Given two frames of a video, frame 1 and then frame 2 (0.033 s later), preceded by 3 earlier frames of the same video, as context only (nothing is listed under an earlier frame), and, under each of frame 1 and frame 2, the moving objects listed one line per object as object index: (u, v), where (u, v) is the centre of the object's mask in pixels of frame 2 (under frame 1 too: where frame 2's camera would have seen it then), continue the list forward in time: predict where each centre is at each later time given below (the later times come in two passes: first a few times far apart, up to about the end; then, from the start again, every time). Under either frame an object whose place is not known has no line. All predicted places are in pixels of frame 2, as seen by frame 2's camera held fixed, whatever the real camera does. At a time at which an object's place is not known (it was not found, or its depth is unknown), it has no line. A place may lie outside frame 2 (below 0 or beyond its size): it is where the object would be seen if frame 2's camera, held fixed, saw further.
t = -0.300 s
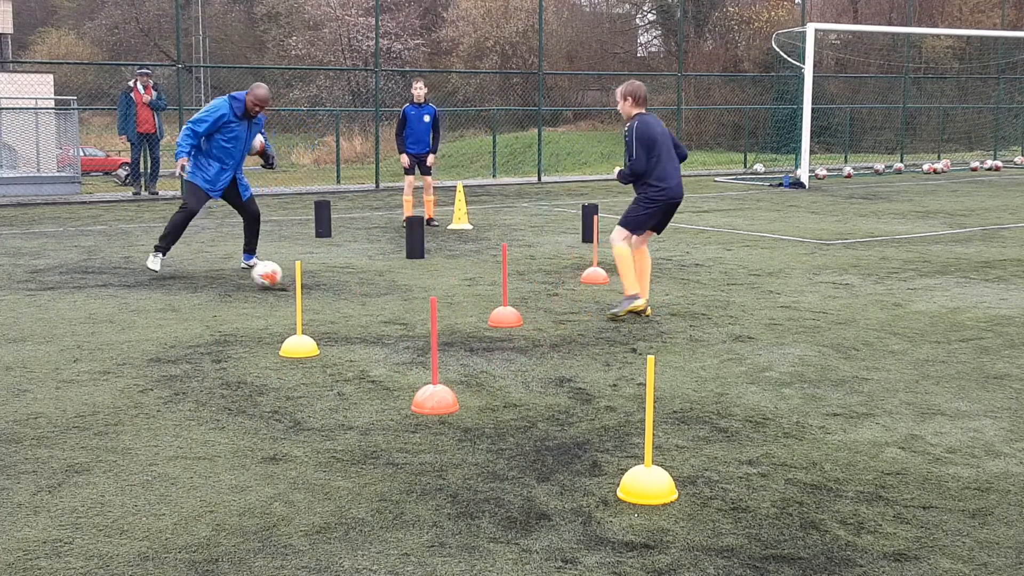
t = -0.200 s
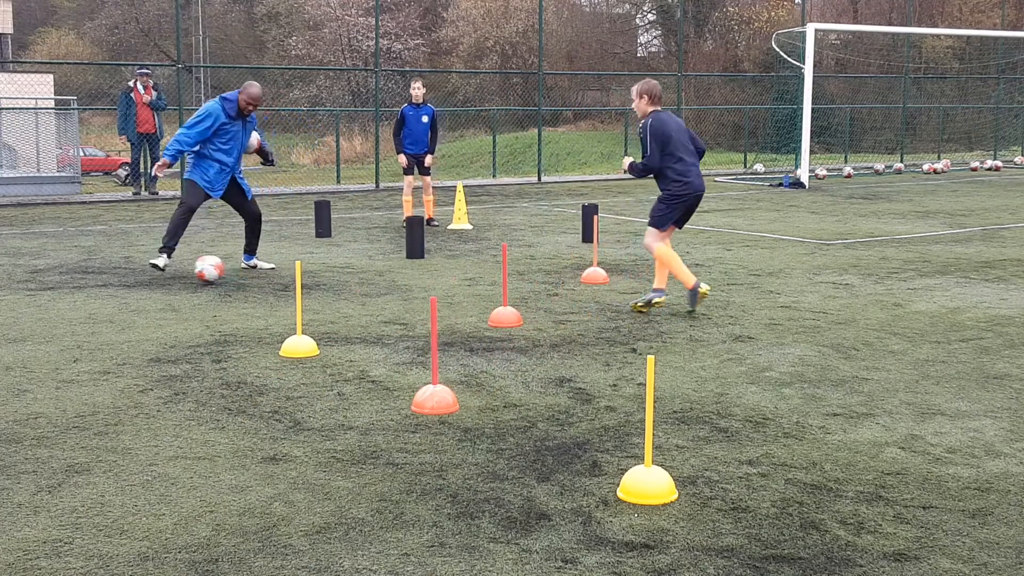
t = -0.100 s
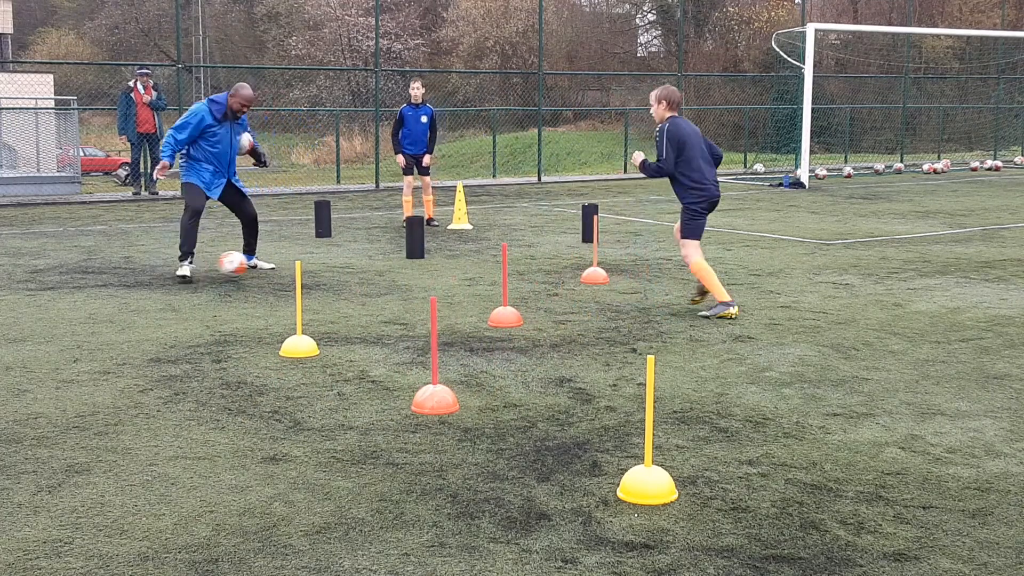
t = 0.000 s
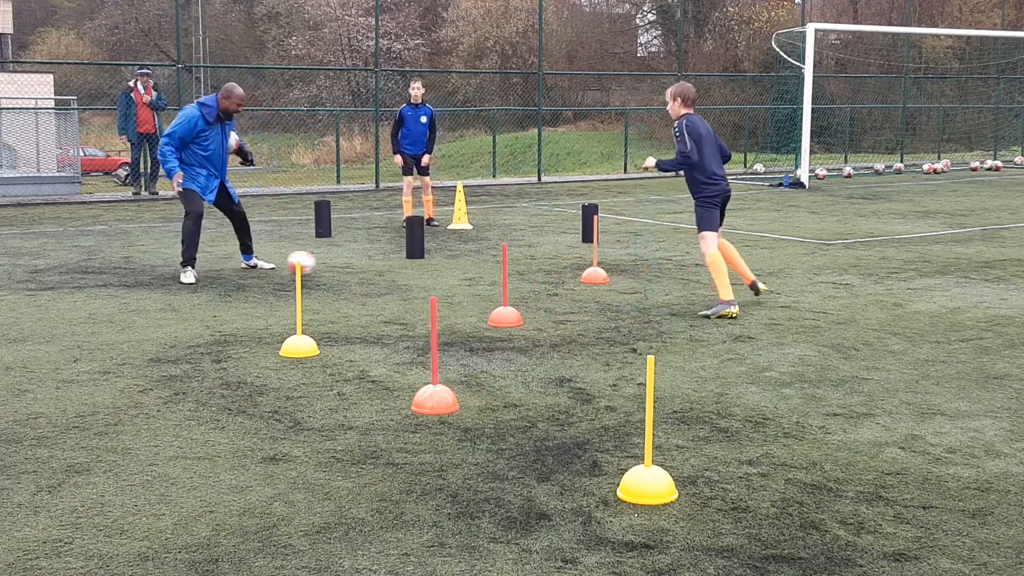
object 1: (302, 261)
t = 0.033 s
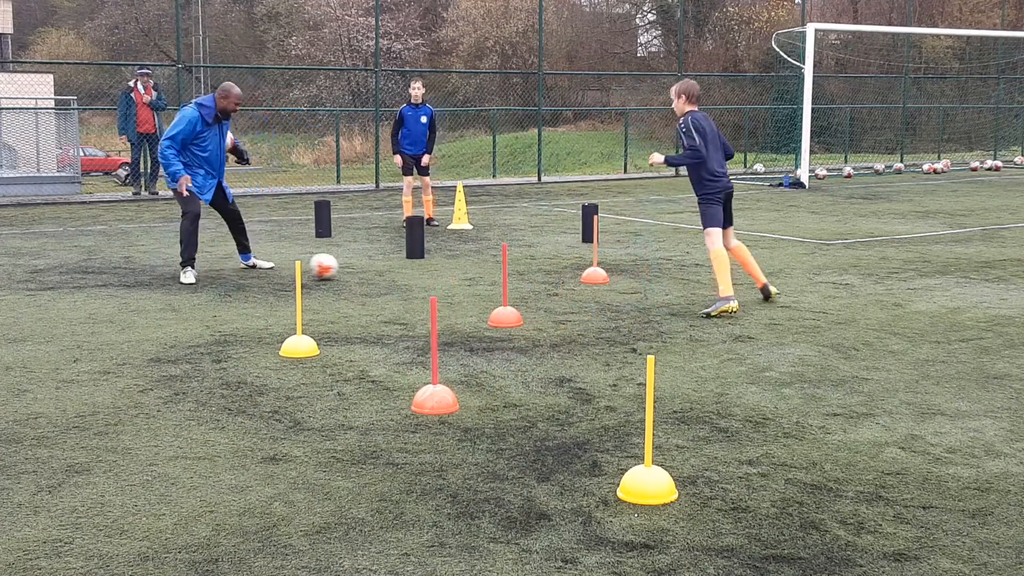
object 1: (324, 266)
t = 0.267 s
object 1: (450, 263)
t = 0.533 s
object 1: (554, 258)
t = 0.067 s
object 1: (344, 265)
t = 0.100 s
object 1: (362, 262)
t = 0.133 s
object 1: (380, 260)
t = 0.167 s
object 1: (398, 260)
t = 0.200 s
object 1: (417, 261)
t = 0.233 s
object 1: (435, 264)
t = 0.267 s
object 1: (450, 263)
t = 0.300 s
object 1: (464, 261)
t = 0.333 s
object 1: (478, 259)
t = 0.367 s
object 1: (490, 259)
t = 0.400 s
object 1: (506, 259)
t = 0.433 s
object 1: (519, 263)
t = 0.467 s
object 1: (530, 260)
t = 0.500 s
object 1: (542, 258)
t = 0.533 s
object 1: (554, 258)
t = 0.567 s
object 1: (566, 259)
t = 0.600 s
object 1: (577, 260)
